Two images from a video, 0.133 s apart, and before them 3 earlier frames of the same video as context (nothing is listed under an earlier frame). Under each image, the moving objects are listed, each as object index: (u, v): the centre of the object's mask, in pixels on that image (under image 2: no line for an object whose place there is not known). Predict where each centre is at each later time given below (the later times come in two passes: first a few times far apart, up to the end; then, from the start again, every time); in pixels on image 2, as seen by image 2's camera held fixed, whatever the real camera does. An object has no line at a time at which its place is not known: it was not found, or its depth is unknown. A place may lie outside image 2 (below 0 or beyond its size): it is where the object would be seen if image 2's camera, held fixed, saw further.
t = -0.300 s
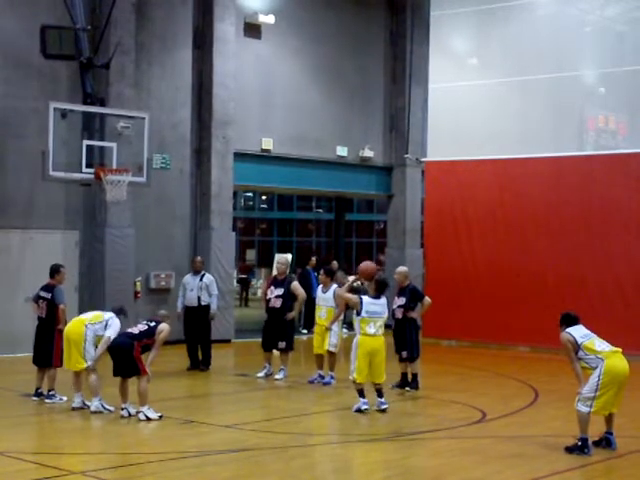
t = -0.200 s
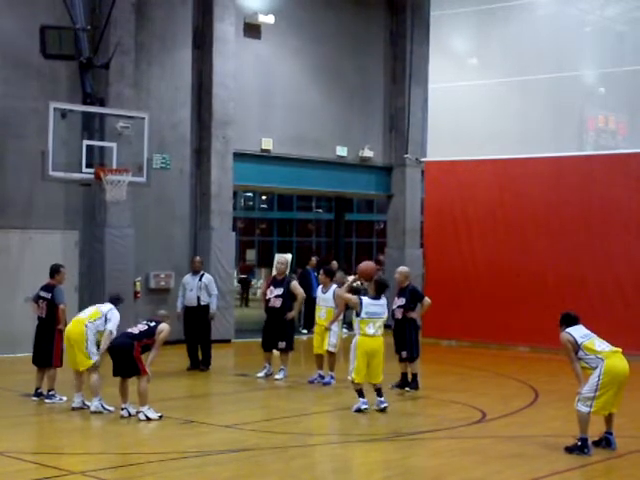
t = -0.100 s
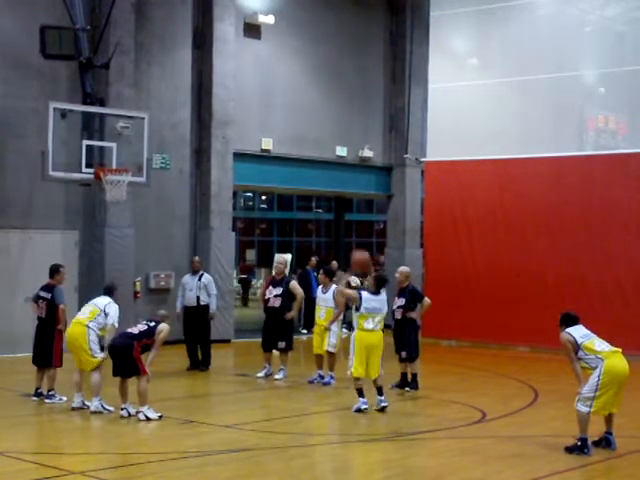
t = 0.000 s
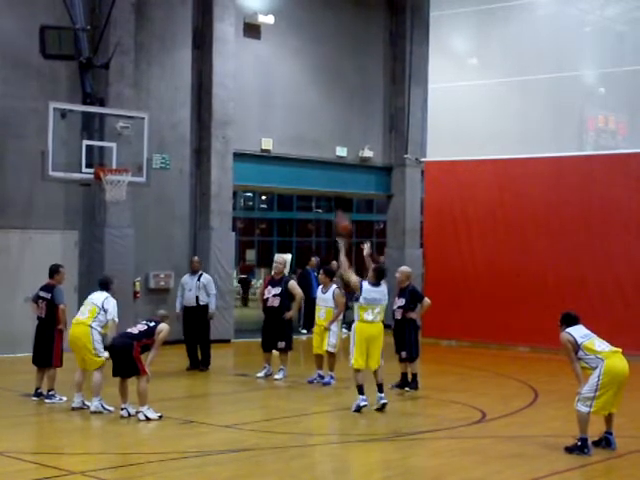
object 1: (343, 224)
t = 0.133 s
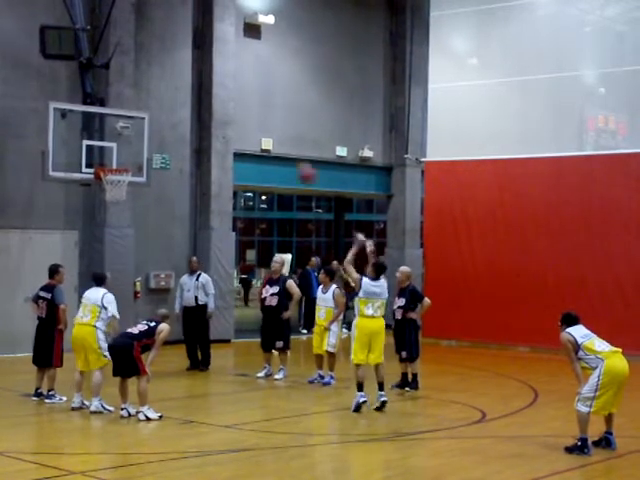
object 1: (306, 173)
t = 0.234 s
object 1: (281, 149)
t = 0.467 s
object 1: (227, 116)
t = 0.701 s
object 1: (176, 122)
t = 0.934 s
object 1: (130, 162)
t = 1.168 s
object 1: (113, 150)
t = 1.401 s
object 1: (127, 156)
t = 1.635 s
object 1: (135, 166)
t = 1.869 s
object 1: (142, 192)
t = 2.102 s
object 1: (150, 264)
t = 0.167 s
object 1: (298, 164)
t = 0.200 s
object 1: (291, 156)
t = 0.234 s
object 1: (281, 149)
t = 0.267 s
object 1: (273, 141)
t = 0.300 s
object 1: (264, 134)
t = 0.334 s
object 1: (257, 128)
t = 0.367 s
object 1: (249, 124)
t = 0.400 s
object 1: (242, 120)
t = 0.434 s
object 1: (233, 118)
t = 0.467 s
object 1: (227, 116)
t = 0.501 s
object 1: (218, 114)
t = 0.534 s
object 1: (210, 112)
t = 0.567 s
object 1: (204, 112)
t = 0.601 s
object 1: (198, 114)
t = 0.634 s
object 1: (191, 116)
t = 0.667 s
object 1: (183, 120)
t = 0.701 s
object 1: (176, 122)
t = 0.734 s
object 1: (169, 127)
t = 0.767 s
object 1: (163, 133)
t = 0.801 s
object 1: (156, 138)
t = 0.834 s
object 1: (150, 144)
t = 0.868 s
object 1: (143, 151)
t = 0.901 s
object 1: (136, 158)
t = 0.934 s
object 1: (130, 162)
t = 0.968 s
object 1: (128, 160)
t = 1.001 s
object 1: (125, 157)
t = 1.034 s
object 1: (121, 154)
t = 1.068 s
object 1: (118, 152)
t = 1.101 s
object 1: (114, 151)
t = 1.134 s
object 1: (112, 151)
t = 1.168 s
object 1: (113, 150)
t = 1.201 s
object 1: (115, 149)
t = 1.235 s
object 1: (117, 149)
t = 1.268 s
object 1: (120, 149)
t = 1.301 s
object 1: (122, 149)
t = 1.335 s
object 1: (124, 151)
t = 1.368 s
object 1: (125, 154)
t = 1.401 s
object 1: (127, 156)
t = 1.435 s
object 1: (131, 161)
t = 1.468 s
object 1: (130, 161)
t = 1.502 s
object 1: (133, 160)
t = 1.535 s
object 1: (133, 160)
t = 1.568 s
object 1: (134, 160)
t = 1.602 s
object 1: (134, 161)
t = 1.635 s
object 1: (135, 166)
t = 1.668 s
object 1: (136, 166)
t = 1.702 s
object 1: (137, 168)
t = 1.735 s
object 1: (138, 171)
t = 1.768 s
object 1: (140, 175)
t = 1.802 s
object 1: (141, 180)
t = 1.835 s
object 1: (142, 186)
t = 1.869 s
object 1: (142, 192)
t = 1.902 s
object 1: (144, 200)
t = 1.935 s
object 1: (145, 207)
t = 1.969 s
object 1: (146, 216)
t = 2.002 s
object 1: (146, 228)
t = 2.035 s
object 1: (148, 236)
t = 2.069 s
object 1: (148, 247)
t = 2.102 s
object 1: (150, 264)
